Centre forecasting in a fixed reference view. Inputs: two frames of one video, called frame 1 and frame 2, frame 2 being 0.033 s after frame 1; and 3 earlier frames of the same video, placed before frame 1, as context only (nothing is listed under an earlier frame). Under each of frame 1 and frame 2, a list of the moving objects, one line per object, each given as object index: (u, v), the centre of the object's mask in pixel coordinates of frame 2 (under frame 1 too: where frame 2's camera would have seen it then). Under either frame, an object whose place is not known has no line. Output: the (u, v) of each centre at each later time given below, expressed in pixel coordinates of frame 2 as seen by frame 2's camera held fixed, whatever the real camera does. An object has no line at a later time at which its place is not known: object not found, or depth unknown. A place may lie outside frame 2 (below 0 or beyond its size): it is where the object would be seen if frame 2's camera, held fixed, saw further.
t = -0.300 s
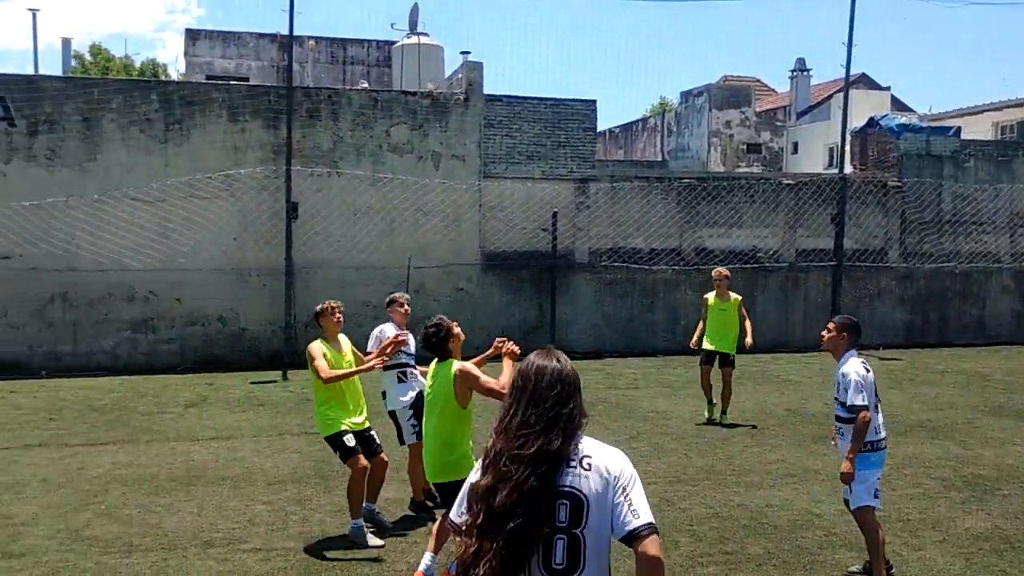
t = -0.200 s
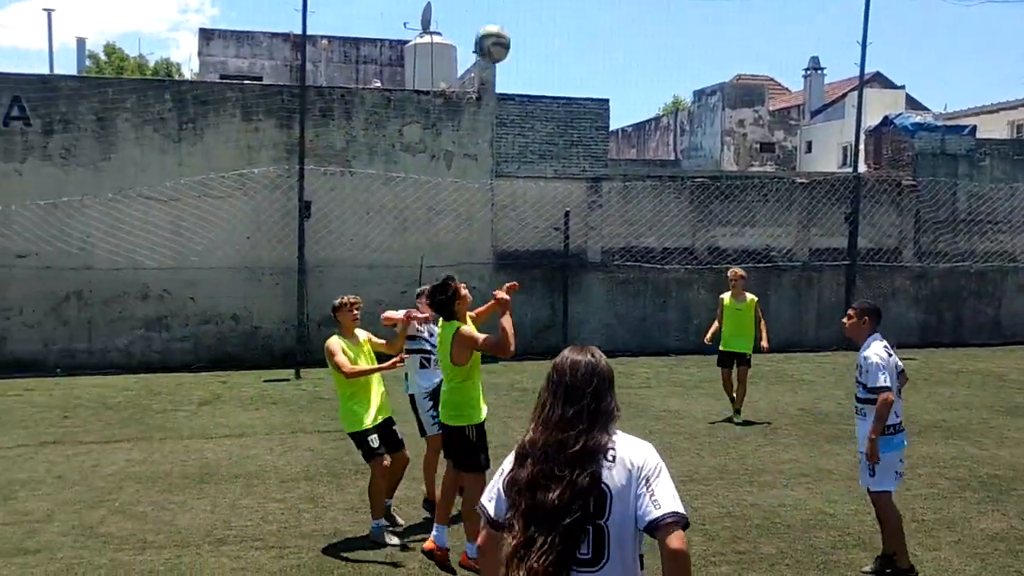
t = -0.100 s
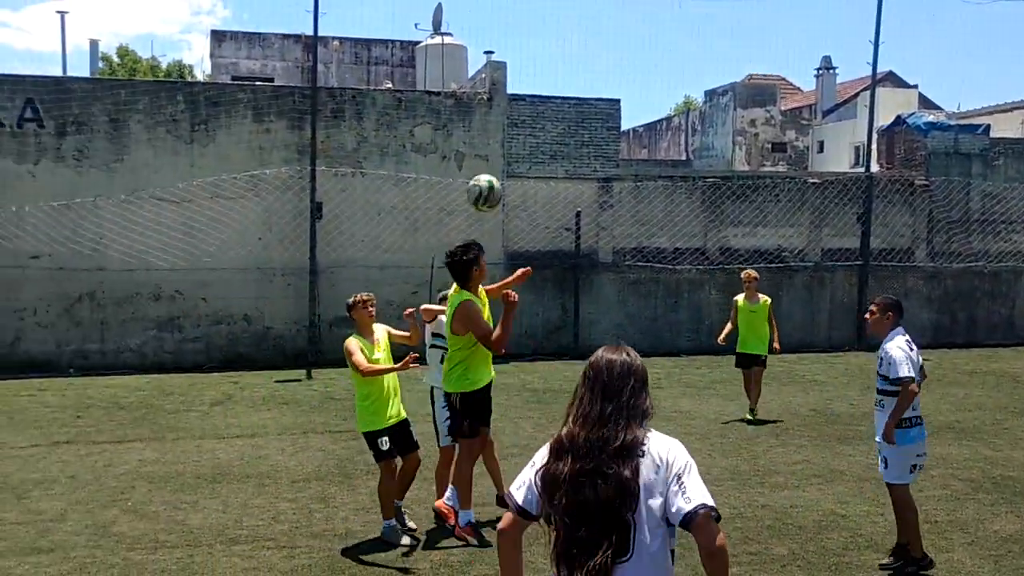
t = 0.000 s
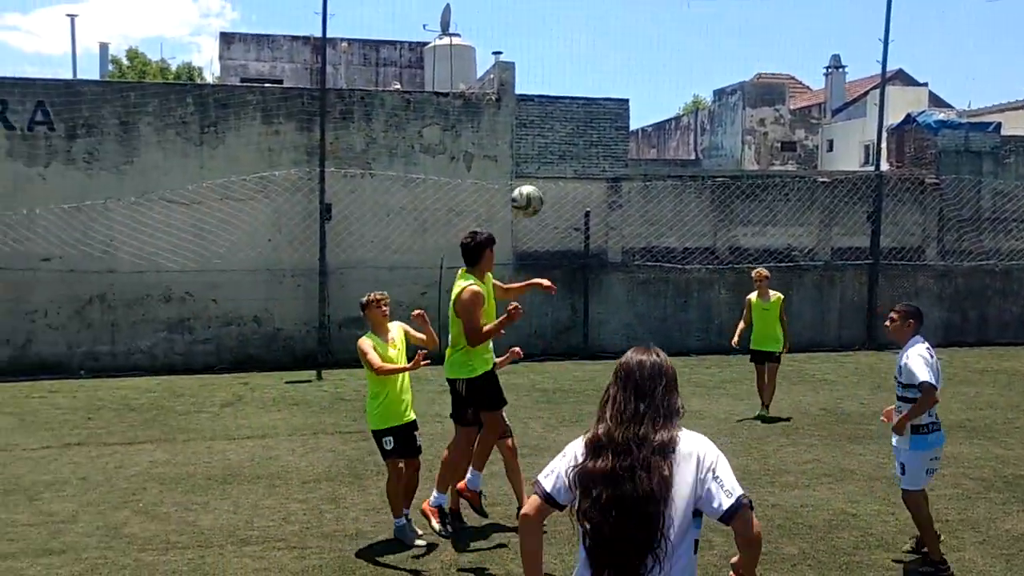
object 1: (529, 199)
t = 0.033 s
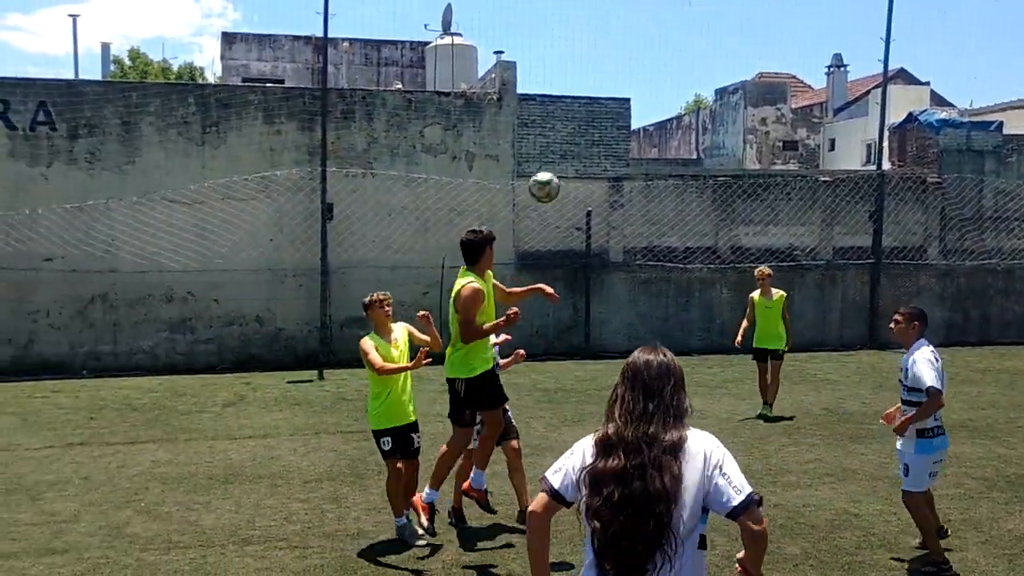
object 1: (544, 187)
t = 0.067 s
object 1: (559, 176)
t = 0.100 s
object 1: (573, 166)
